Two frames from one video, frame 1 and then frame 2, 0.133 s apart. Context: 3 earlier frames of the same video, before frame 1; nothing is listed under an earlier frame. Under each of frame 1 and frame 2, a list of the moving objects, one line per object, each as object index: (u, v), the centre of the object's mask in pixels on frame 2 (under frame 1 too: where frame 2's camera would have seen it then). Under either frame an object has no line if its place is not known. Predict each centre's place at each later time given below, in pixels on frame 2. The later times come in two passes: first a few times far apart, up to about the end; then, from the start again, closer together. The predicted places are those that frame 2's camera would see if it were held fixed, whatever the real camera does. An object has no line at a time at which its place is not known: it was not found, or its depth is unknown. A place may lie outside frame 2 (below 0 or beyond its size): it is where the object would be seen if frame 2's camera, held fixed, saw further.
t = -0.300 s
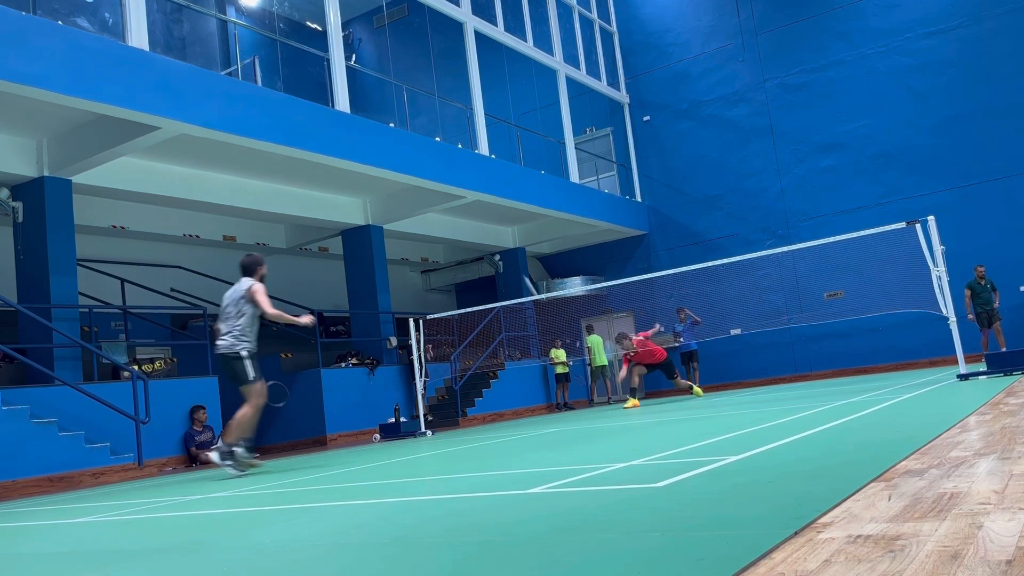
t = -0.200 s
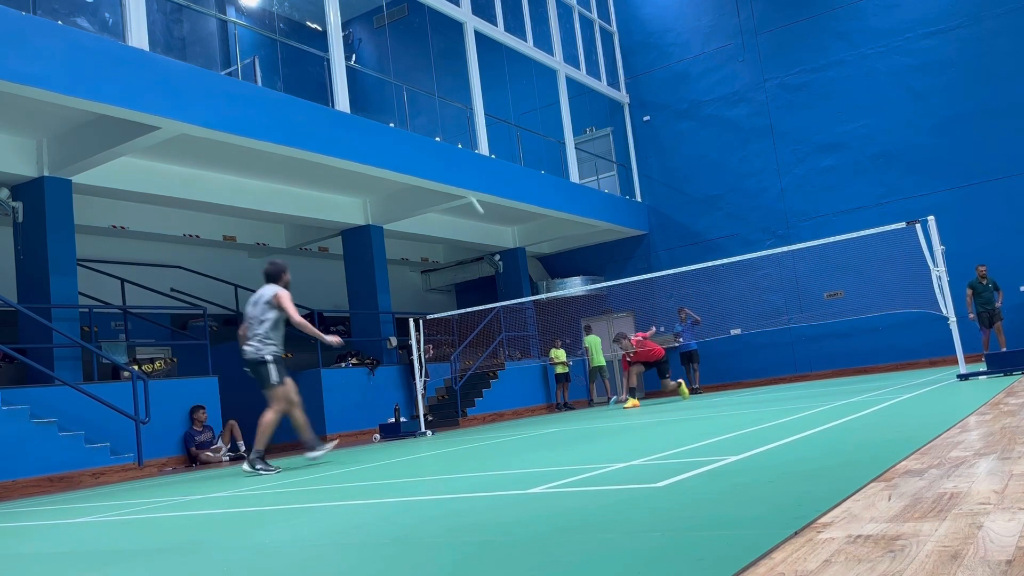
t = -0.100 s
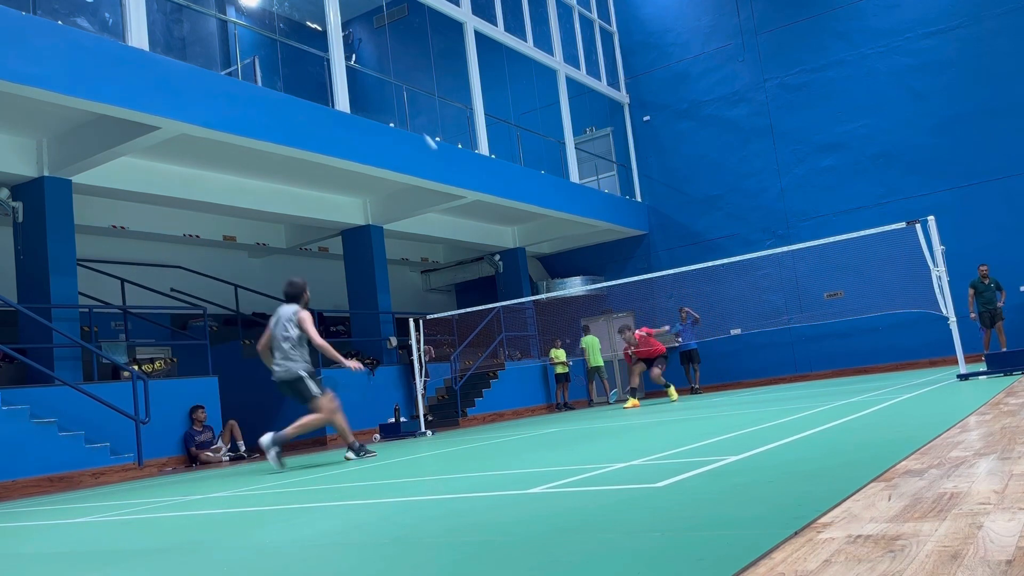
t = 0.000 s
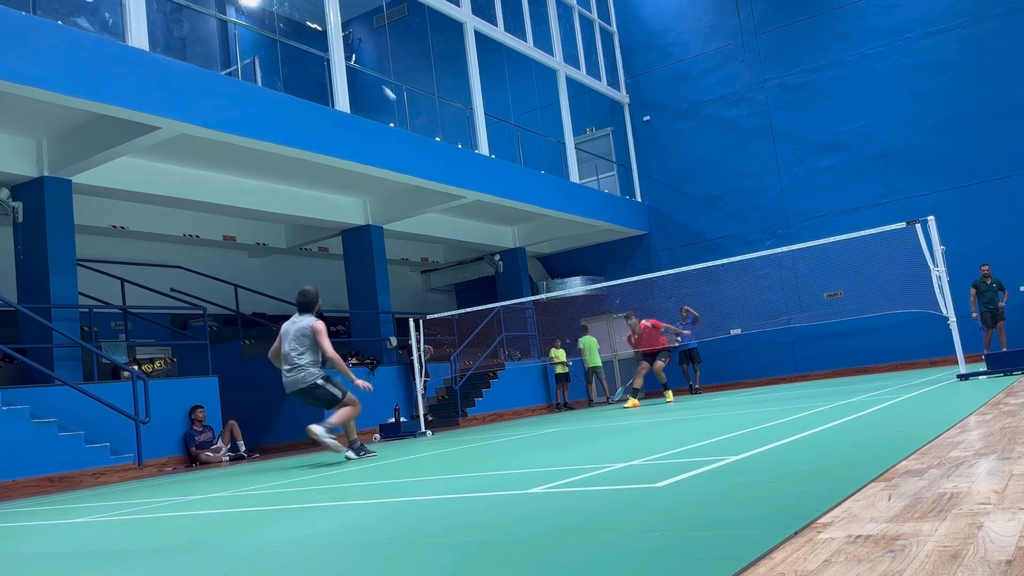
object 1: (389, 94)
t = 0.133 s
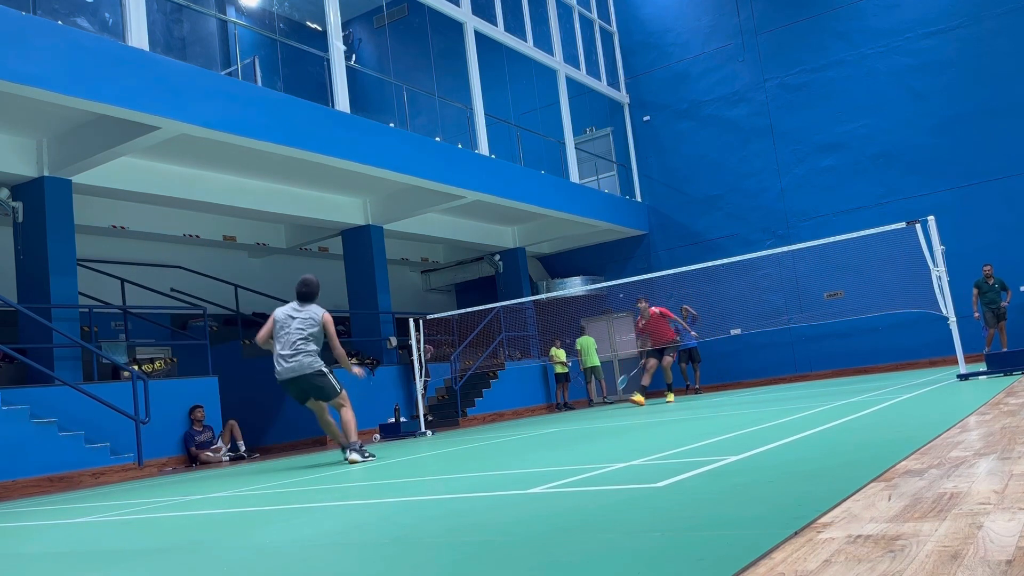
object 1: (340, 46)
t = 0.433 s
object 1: (240, 7)
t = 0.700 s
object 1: (159, 52)
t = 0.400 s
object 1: (249, 7)
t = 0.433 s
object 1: (240, 7)
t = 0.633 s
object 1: (178, 34)
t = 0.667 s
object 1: (168, 43)
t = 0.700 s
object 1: (159, 52)
